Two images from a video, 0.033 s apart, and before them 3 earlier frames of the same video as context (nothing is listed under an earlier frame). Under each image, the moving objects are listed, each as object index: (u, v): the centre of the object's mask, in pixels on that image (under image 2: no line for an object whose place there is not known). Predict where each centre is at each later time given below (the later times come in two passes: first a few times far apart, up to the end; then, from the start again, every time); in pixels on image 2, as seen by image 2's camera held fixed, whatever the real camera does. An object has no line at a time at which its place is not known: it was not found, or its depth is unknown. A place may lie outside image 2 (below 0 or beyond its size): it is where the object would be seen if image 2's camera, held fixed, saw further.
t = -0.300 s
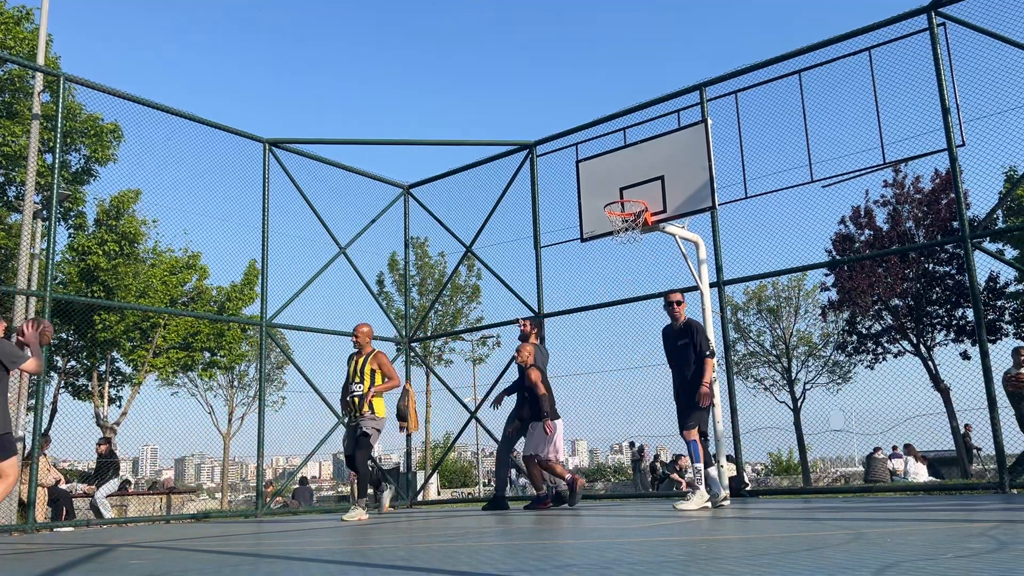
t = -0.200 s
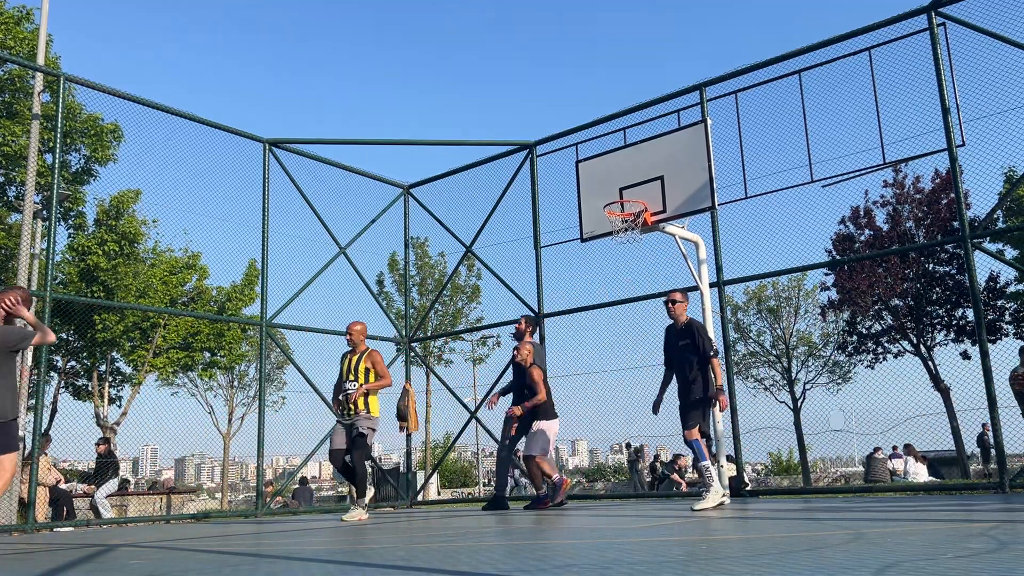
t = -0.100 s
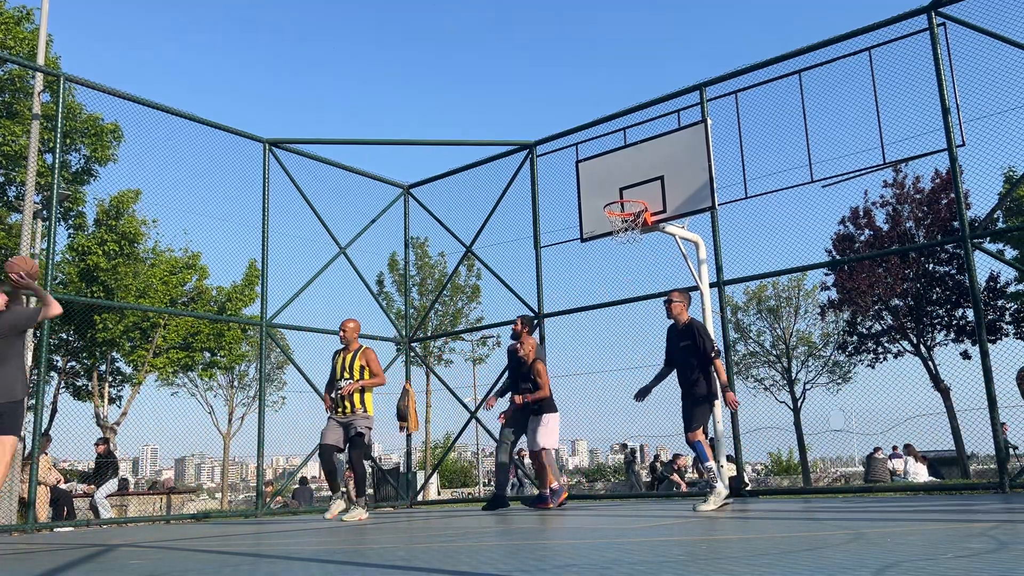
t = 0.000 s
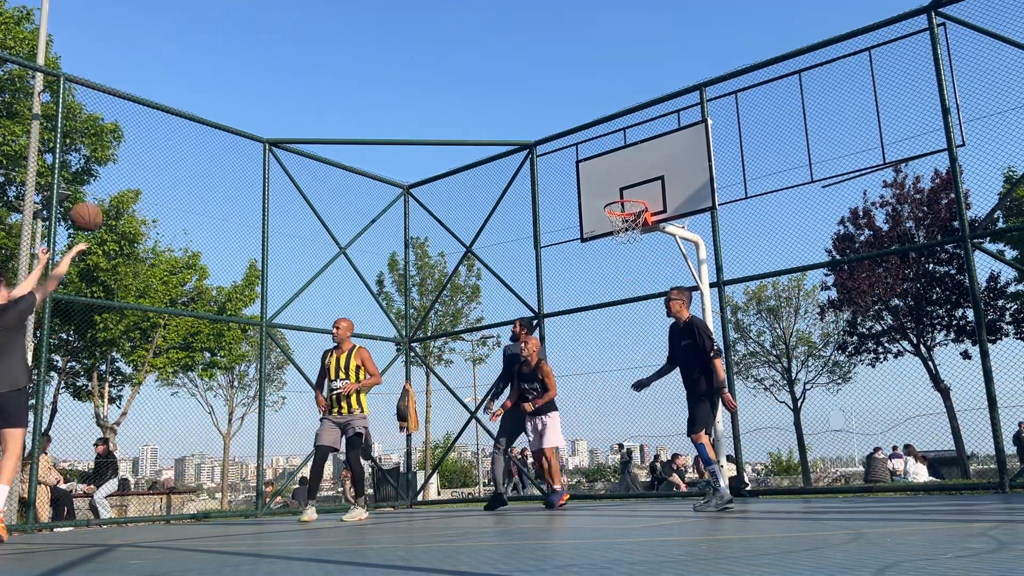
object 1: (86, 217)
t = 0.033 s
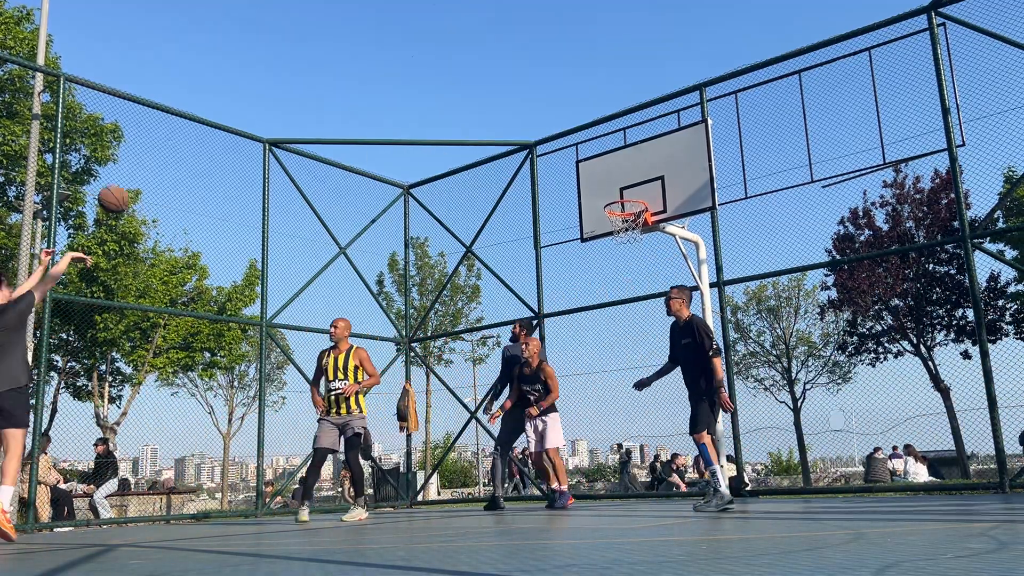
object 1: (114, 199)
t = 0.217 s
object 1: (248, 134)
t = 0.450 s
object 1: (386, 111)
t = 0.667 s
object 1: (495, 132)
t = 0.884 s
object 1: (591, 188)
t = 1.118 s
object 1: (637, 182)
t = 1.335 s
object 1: (637, 177)
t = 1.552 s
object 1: (639, 215)
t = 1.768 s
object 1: (648, 309)
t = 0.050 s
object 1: (127, 191)
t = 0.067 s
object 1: (140, 183)
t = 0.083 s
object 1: (153, 176)
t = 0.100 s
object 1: (166, 170)
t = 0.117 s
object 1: (178, 163)
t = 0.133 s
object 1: (190, 158)
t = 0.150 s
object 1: (202, 152)
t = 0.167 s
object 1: (214, 147)
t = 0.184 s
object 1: (225, 142)
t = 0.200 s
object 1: (236, 138)
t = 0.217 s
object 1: (248, 134)
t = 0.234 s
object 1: (258, 130)
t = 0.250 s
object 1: (269, 127)
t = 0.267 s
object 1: (280, 124)
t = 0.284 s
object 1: (290, 122)
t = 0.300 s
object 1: (300, 119)
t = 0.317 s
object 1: (310, 117)
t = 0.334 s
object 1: (320, 116)
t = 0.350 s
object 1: (330, 114)
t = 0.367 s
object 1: (340, 113)
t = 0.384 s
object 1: (349, 112)
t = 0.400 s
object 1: (359, 111)
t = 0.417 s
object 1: (368, 111)
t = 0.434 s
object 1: (377, 111)
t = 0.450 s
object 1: (386, 111)
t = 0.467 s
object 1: (395, 111)
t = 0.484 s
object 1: (404, 112)
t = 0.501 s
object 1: (413, 113)
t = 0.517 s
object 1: (421, 114)
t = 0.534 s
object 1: (430, 115)
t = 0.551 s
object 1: (438, 116)
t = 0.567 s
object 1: (447, 118)
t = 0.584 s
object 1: (455, 120)
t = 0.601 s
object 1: (463, 122)
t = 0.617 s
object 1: (471, 124)
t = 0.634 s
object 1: (479, 127)
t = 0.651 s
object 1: (487, 129)
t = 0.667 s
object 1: (495, 132)
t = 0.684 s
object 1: (502, 135)
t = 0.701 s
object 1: (510, 139)
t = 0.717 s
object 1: (518, 142)
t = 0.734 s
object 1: (526, 146)
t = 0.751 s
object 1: (533, 150)
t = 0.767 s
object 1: (541, 154)
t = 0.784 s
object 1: (548, 159)
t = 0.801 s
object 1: (555, 163)
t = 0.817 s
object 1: (562, 168)
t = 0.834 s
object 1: (570, 173)
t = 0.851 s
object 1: (577, 178)
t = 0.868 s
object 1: (585, 183)
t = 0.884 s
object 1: (591, 188)
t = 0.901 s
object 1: (598, 194)
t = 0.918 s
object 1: (604, 199)
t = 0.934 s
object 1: (609, 199)
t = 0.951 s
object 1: (614, 196)
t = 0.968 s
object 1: (619, 194)
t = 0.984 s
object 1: (623, 193)
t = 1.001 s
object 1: (628, 192)
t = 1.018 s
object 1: (634, 192)
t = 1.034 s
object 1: (637, 192)
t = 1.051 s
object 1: (638, 191)
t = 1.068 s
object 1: (637, 188)
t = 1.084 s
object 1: (637, 185)
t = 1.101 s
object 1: (637, 184)
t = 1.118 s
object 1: (637, 182)
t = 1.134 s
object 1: (637, 180)
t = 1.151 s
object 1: (637, 178)
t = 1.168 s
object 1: (637, 177)
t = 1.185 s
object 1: (637, 176)
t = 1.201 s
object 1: (636, 175)
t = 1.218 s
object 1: (637, 175)
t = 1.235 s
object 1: (636, 174)
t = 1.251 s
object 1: (636, 174)
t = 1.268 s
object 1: (636, 174)
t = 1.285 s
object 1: (637, 174)
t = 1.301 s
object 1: (637, 175)
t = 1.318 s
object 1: (637, 176)
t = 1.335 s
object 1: (637, 177)
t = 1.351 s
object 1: (637, 179)
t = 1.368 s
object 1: (637, 180)
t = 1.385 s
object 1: (637, 182)
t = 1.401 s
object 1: (637, 184)
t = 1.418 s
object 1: (637, 187)
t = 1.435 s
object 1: (637, 189)
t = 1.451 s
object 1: (638, 192)
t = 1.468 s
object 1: (638, 195)
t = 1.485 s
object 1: (638, 199)
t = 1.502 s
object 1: (638, 203)
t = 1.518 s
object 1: (639, 206)
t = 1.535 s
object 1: (639, 211)
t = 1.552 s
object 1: (639, 215)
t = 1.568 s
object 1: (641, 221)
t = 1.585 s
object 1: (641, 226)
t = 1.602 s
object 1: (641, 232)
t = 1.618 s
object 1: (642, 238)
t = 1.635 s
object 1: (642, 245)
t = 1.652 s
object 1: (643, 251)
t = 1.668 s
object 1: (643, 258)
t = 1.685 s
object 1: (644, 266)
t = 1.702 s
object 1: (645, 274)
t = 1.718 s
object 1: (646, 282)
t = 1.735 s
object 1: (646, 291)
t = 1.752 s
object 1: (647, 299)
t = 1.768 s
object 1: (648, 309)
